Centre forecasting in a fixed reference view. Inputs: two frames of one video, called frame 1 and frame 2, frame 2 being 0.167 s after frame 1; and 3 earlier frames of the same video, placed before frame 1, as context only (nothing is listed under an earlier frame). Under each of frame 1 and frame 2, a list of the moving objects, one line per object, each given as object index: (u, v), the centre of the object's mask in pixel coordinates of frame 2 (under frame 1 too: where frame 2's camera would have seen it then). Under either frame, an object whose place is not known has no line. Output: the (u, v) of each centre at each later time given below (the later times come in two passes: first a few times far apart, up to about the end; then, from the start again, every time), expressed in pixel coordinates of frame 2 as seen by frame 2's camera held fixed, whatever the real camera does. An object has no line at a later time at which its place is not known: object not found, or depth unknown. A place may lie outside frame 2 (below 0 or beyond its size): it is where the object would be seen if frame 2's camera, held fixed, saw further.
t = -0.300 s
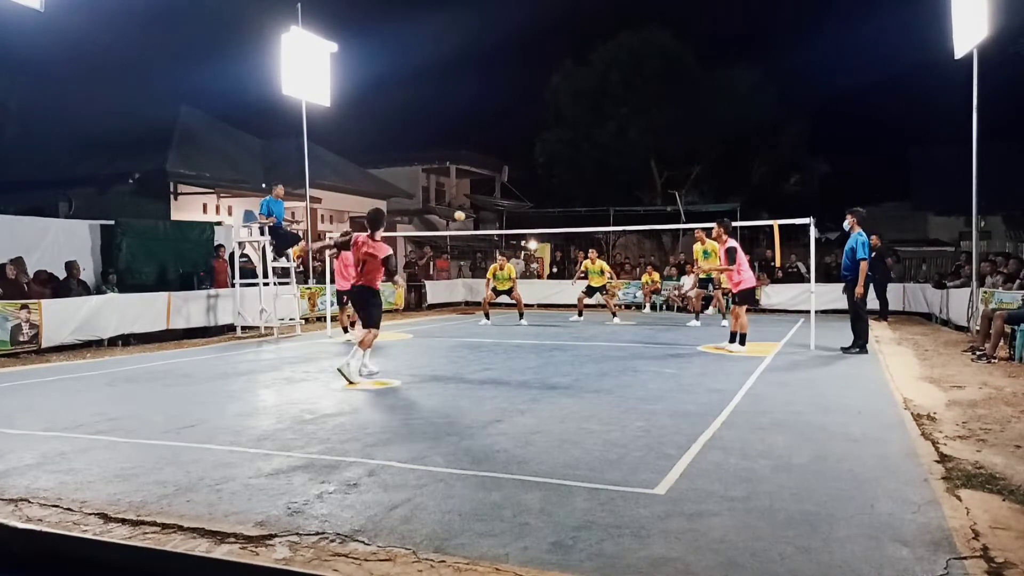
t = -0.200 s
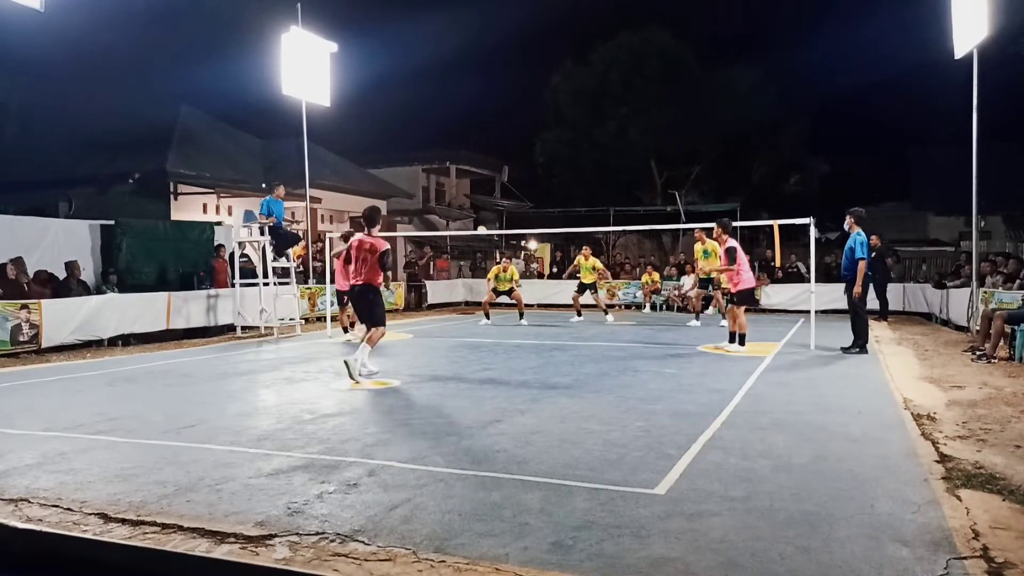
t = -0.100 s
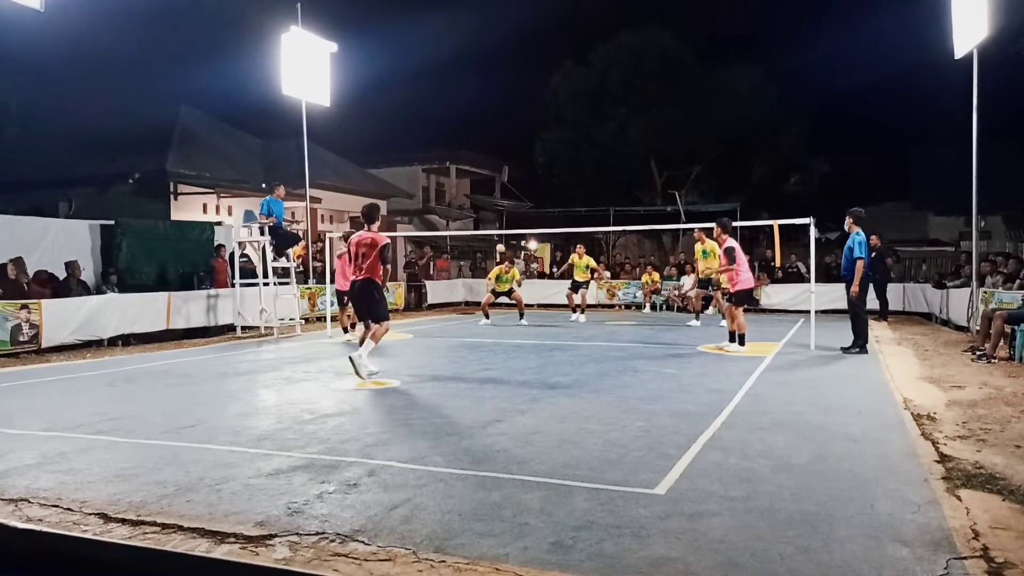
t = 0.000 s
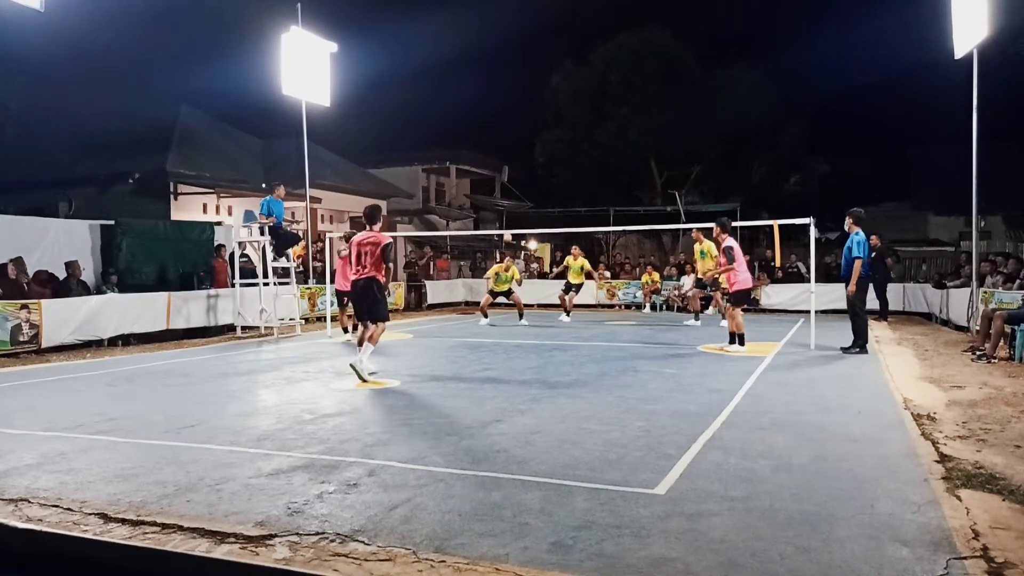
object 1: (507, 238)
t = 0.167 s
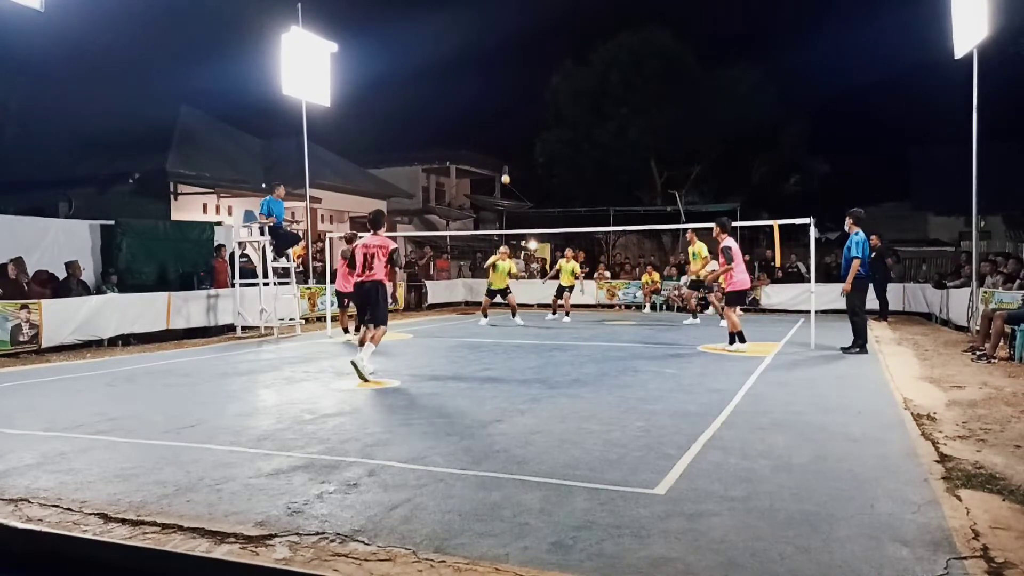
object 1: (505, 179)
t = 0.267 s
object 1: (504, 152)
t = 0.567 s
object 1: (501, 103)
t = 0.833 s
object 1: (499, 104)
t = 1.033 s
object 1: (497, 132)
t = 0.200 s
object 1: (505, 170)
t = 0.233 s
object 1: (505, 160)
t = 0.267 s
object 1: (504, 152)
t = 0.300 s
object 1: (504, 144)
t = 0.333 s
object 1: (503, 137)
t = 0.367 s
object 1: (503, 130)
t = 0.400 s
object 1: (503, 124)
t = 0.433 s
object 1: (502, 118)
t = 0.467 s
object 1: (502, 114)
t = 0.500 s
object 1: (502, 110)
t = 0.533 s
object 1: (501, 106)
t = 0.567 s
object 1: (501, 103)
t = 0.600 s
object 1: (500, 101)
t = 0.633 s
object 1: (500, 100)
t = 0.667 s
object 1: (500, 99)
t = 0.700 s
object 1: (500, 99)
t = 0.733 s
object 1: (499, 99)
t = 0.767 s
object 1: (499, 100)
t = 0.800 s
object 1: (499, 102)
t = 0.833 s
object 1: (499, 104)
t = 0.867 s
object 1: (498, 107)
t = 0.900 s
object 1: (498, 111)
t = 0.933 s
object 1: (498, 115)
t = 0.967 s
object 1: (497, 120)
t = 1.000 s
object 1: (497, 126)
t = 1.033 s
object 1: (497, 132)
